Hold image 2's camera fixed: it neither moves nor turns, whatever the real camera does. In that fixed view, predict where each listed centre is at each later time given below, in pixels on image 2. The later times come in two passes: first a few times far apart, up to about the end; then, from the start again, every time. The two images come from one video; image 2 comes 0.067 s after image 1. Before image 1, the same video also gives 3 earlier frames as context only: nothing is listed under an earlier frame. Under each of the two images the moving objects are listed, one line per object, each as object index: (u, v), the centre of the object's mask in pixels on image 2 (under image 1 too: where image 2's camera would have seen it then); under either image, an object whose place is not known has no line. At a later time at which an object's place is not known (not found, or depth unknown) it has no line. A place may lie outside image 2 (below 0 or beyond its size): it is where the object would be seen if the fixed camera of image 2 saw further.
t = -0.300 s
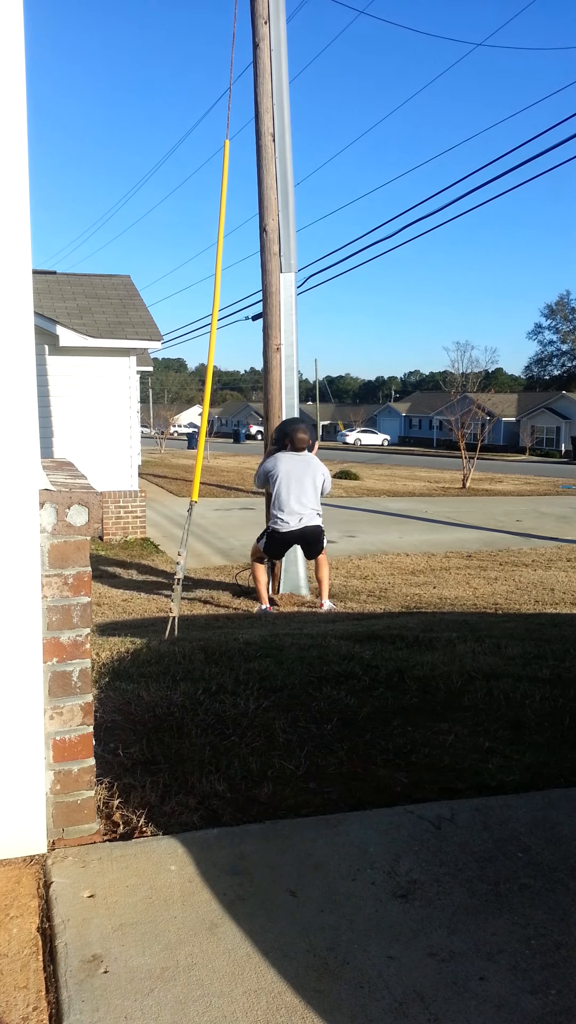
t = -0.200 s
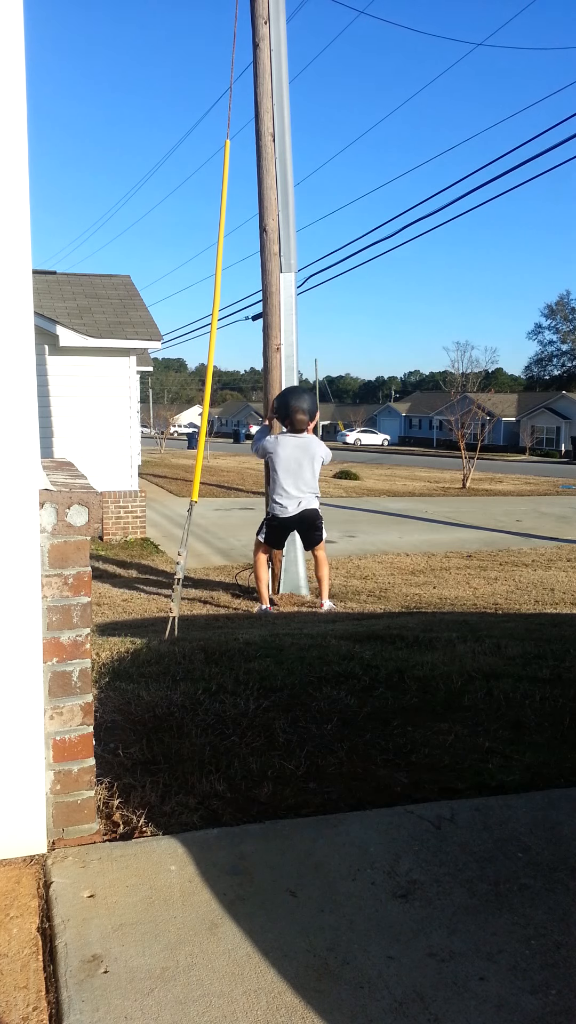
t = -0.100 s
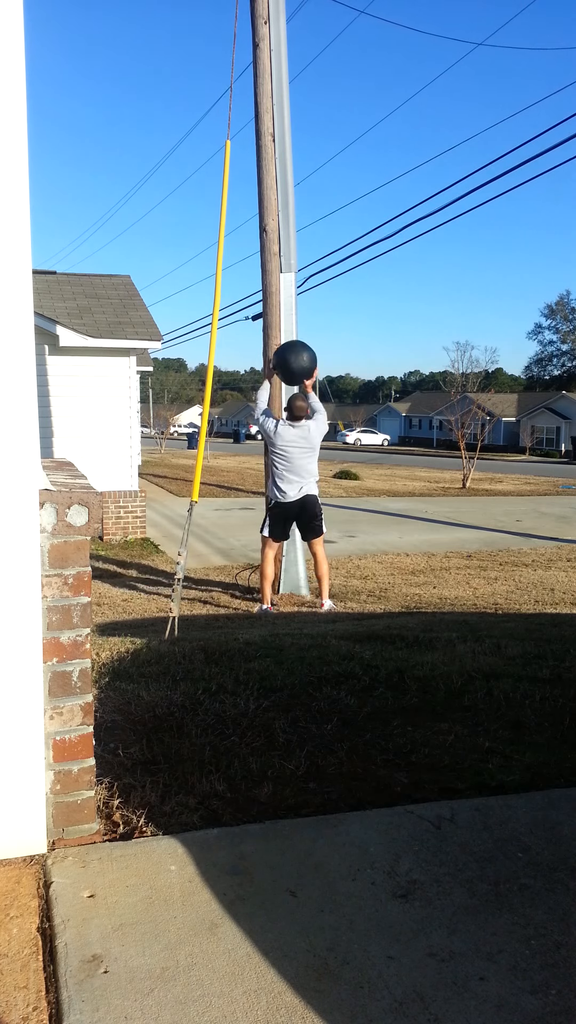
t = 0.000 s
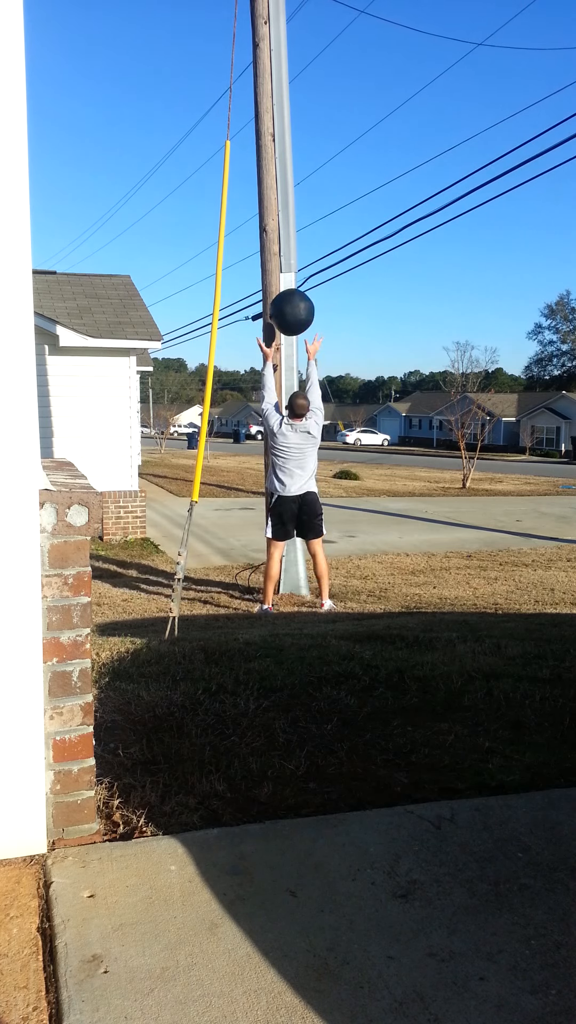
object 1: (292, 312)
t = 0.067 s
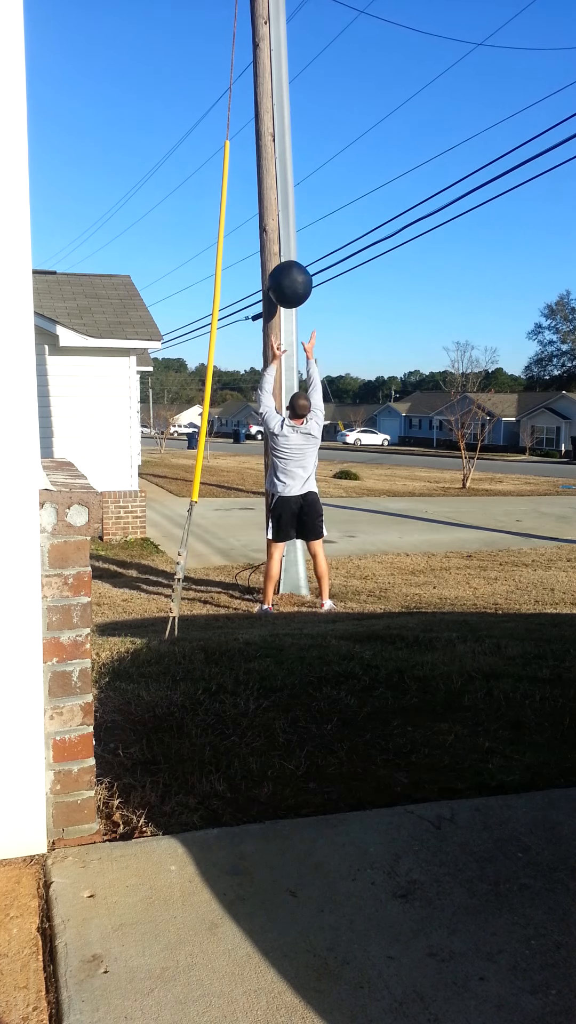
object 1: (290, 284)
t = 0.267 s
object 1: (283, 236)
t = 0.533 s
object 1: (279, 249)
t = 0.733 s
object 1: (278, 313)
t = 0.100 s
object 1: (289, 273)
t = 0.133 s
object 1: (288, 262)
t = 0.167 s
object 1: (287, 254)
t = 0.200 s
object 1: (286, 247)
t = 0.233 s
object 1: (284, 241)
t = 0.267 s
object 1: (283, 236)
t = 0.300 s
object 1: (282, 233)
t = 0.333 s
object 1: (281, 231)
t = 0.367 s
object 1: (280, 232)
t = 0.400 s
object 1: (279, 233)
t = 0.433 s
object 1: (279, 236)
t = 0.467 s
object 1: (279, 239)
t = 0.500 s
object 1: (279, 244)
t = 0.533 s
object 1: (279, 249)
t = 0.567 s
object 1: (278, 256)
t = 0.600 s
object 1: (278, 264)
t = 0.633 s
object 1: (278, 274)
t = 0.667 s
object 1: (278, 286)
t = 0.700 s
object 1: (278, 299)
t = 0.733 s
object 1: (278, 313)
